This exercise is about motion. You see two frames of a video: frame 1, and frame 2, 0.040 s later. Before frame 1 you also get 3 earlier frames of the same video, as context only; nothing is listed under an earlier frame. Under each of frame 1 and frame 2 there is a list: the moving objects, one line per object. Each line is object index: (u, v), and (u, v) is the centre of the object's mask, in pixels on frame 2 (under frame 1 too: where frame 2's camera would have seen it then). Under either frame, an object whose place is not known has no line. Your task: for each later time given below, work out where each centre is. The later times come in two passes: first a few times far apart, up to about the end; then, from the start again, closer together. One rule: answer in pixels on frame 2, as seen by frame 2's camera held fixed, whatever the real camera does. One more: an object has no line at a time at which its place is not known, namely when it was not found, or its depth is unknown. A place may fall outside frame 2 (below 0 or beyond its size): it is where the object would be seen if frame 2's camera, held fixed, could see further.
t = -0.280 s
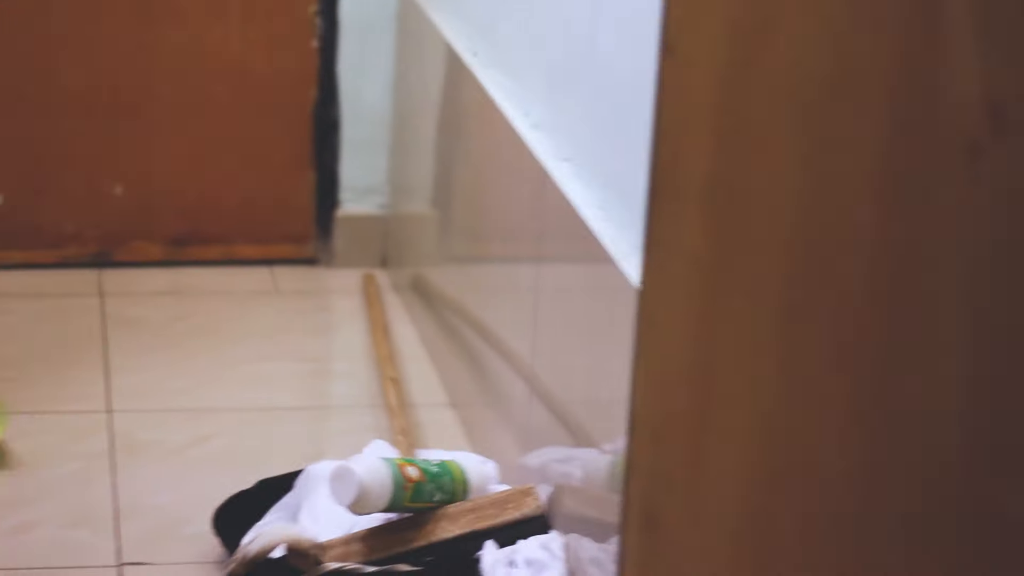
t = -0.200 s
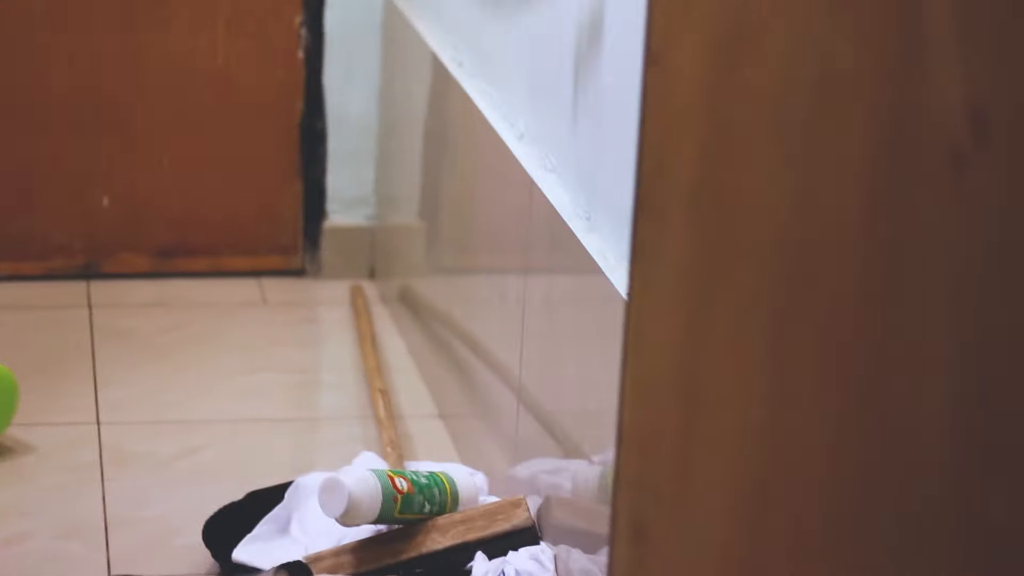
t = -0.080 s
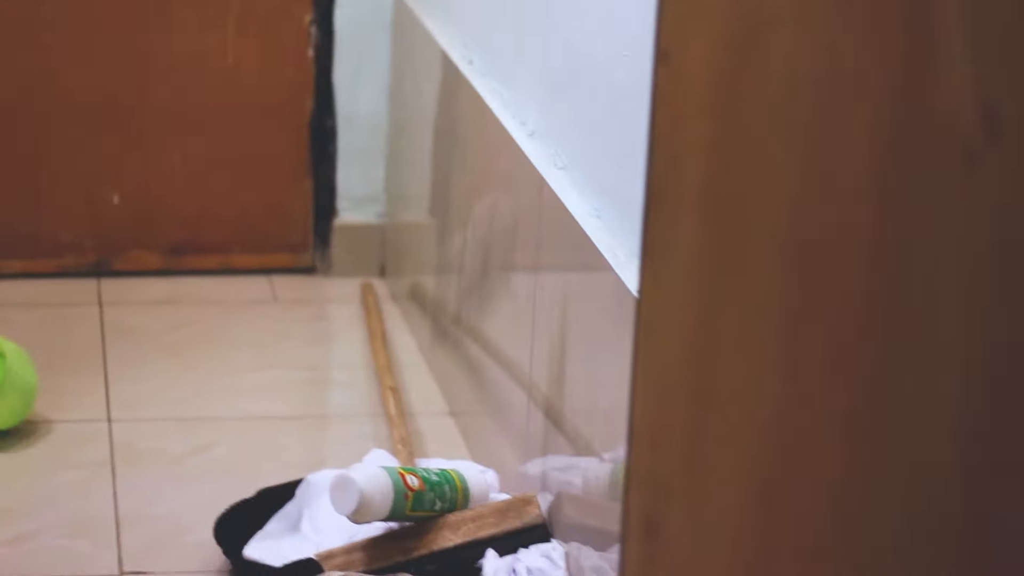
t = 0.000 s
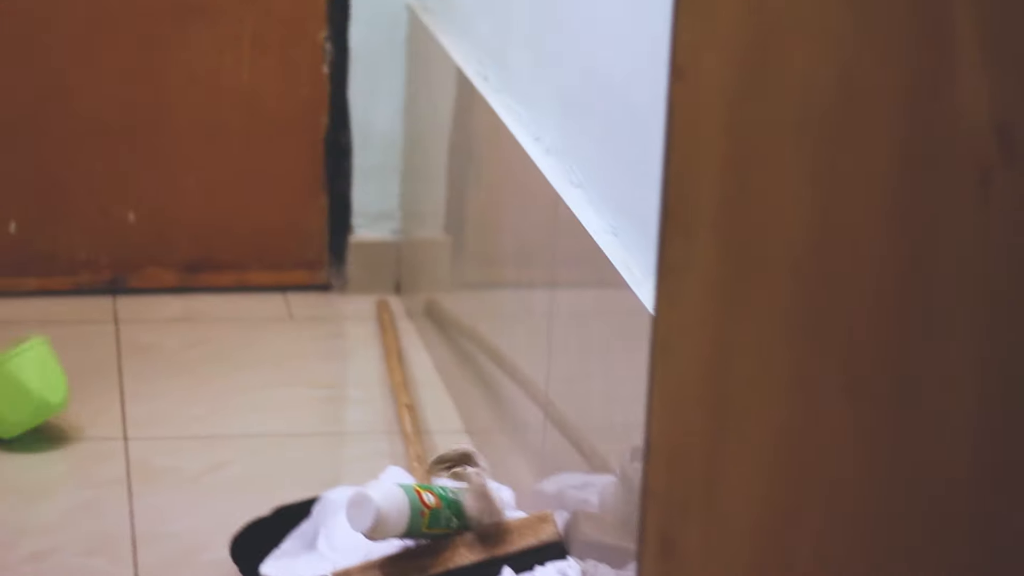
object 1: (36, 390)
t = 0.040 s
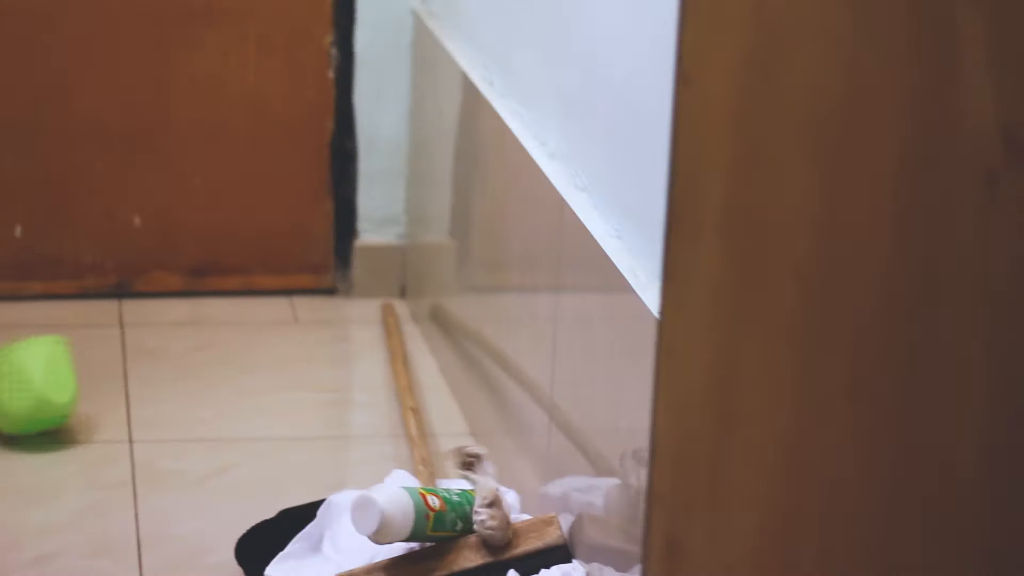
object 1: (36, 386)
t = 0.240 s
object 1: (92, 359)
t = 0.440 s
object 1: (103, 342)
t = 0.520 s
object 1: (116, 340)
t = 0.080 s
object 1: (46, 377)
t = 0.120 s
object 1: (80, 365)
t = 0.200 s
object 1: (89, 361)
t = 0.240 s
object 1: (92, 359)
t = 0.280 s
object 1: (98, 353)
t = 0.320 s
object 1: (97, 350)
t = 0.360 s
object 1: (98, 344)
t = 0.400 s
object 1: (100, 343)
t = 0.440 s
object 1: (103, 342)
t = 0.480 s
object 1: (111, 340)
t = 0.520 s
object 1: (116, 340)
